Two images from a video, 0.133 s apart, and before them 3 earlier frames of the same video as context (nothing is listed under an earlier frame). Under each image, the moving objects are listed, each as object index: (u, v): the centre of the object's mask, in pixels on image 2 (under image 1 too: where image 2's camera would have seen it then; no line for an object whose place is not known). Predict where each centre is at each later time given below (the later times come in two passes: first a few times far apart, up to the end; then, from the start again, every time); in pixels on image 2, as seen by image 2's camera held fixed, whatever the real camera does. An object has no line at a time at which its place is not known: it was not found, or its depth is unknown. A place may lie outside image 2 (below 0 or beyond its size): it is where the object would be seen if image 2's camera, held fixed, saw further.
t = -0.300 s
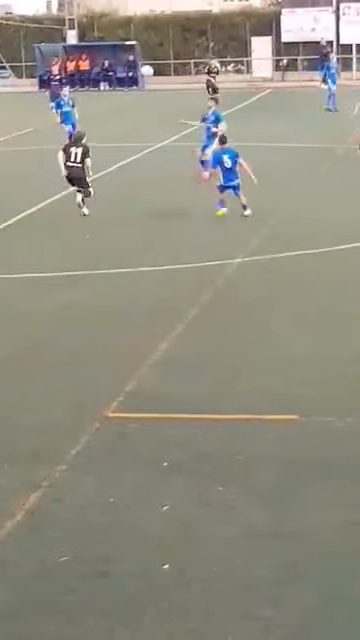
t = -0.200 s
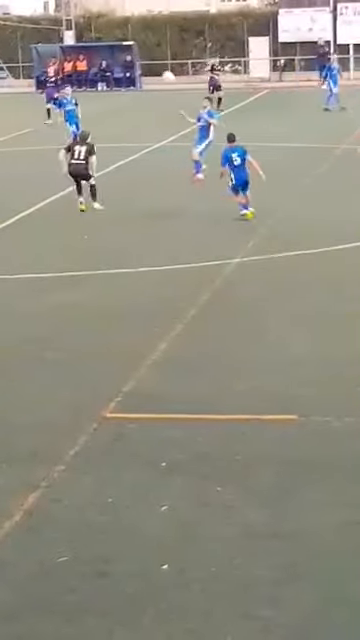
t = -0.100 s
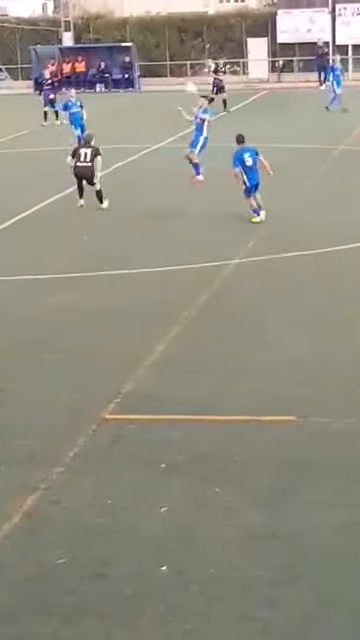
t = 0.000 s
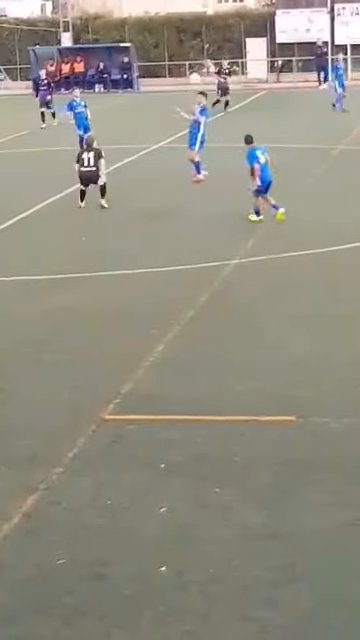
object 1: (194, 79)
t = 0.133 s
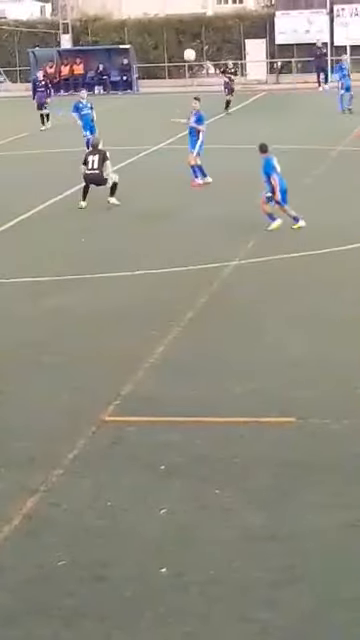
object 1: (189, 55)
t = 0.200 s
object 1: (186, 45)
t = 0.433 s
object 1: (179, 29)
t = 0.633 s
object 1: (172, 40)
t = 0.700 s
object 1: (169, 49)
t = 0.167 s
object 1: (188, 49)
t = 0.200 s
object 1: (186, 45)
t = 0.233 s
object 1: (185, 41)
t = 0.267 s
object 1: (184, 38)
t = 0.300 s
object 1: (183, 35)
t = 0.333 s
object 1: (182, 33)
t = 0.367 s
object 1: (181, 31)
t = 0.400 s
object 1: (180, 30)
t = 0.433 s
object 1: (179, 29)
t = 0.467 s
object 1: (177, 30)
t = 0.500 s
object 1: (176, 30)
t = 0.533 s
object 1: (175, 32)
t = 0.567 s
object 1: (174, 34)
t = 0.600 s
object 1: (173, 37)
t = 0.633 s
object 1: (172, 40)
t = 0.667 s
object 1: (170, 44)
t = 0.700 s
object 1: (169, 49)
